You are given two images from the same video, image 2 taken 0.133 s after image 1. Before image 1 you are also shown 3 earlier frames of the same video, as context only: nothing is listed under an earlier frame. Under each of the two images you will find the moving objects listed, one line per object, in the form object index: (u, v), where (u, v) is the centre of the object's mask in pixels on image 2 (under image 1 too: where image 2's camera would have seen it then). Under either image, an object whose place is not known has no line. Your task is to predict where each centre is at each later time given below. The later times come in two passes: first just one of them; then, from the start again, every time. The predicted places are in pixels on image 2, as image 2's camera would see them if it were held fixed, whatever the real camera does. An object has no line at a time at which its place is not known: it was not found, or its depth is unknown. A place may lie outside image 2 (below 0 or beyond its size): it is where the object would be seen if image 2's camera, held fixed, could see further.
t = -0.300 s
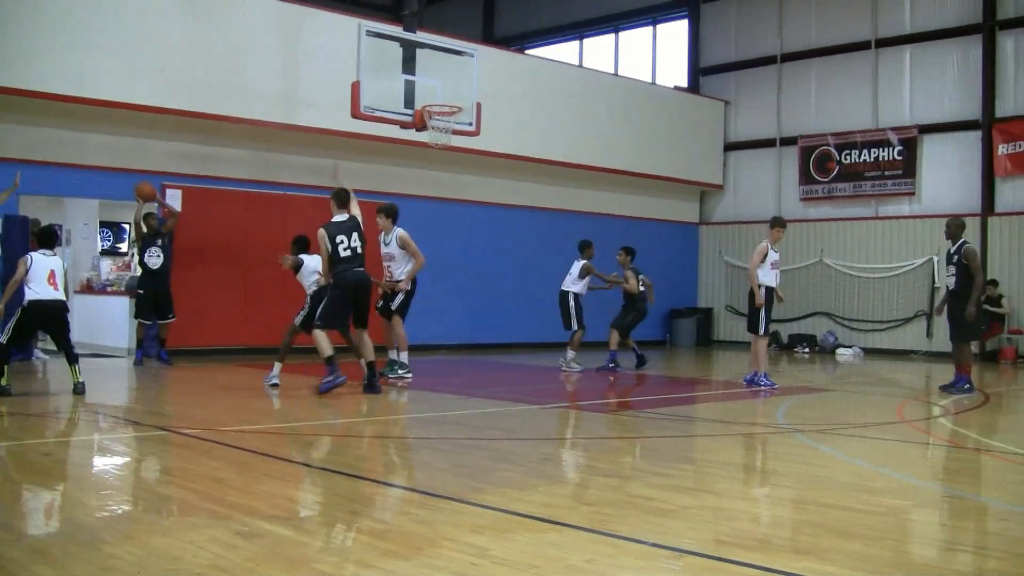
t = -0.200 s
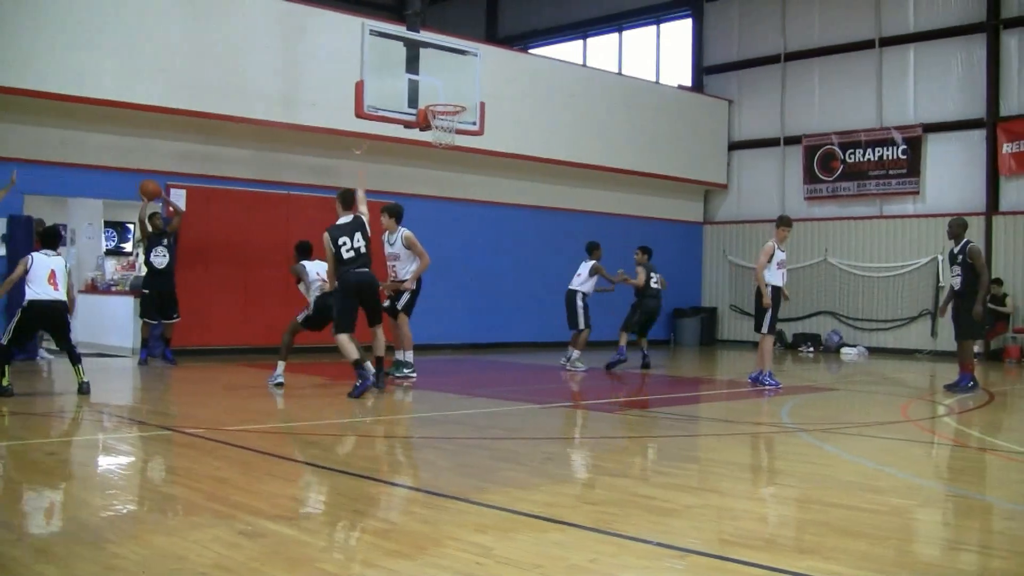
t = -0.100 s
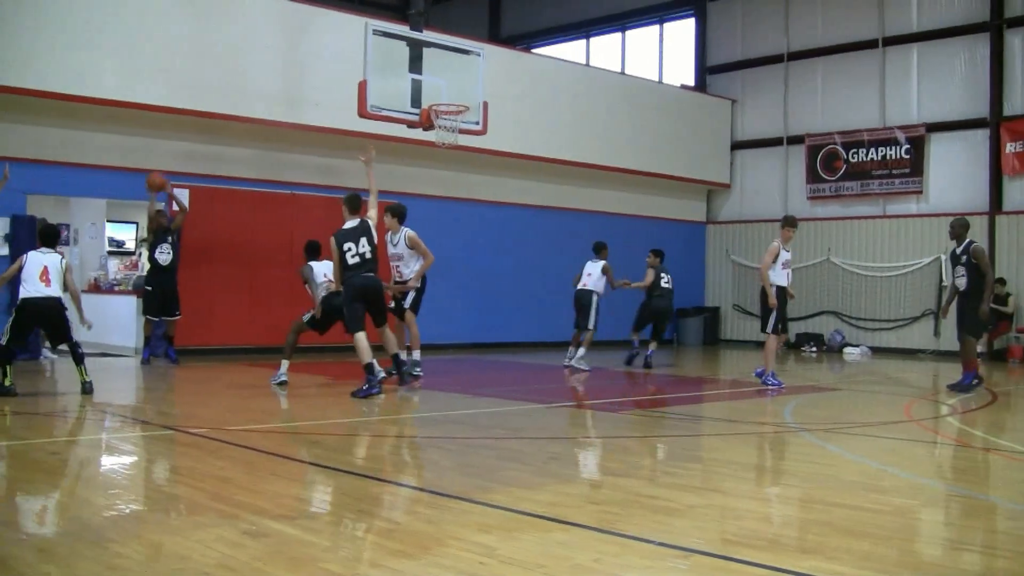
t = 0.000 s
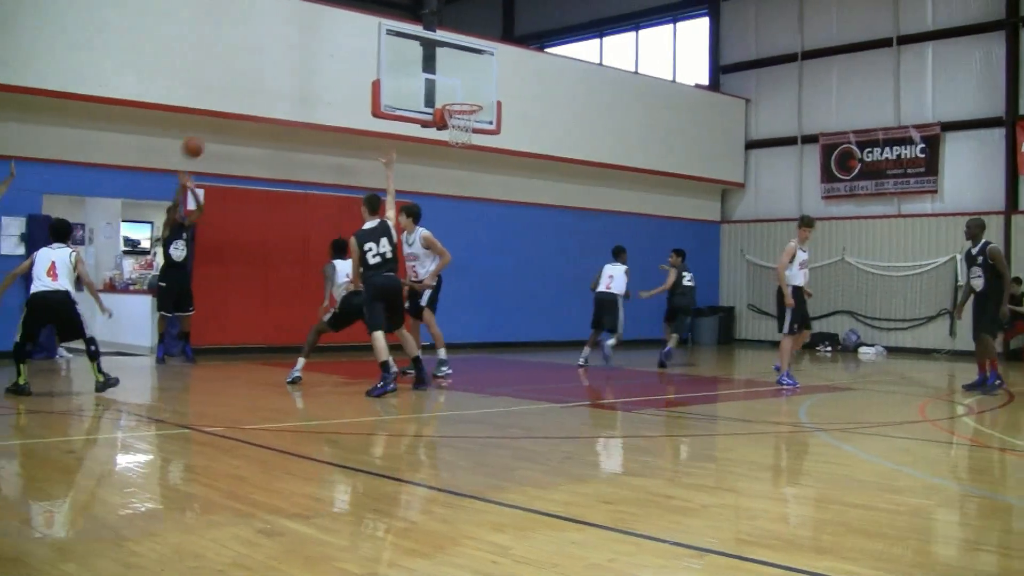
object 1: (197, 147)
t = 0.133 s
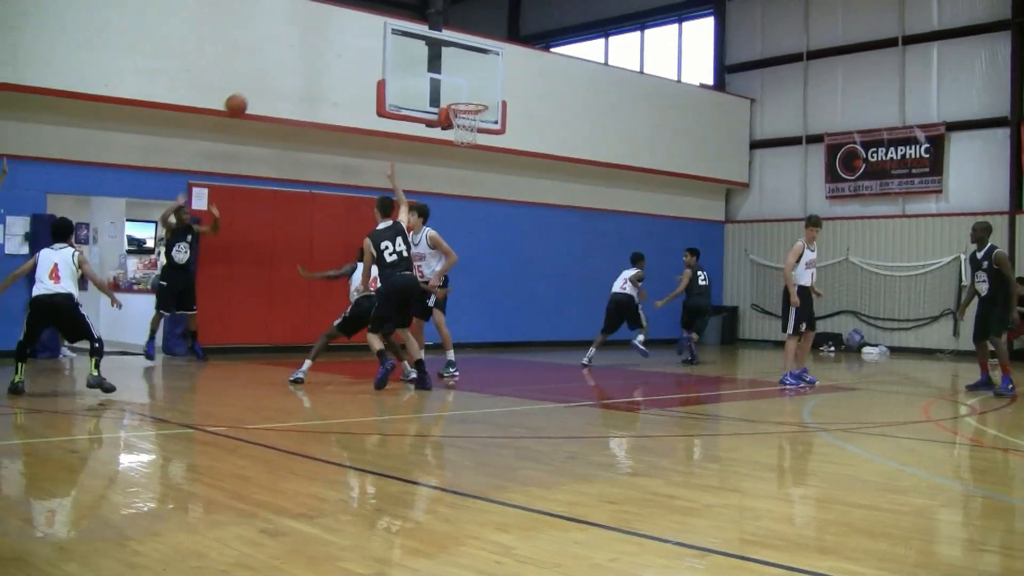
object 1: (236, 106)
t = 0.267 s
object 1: (276, 78)
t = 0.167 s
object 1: (246, 97)
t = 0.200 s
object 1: (256, 90)
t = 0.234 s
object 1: (266, 83)
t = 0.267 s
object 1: (276, 78)
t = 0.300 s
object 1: (287, 73)
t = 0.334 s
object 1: (298, 69)
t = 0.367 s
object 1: (309, 66)
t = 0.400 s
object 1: (319, 65)
